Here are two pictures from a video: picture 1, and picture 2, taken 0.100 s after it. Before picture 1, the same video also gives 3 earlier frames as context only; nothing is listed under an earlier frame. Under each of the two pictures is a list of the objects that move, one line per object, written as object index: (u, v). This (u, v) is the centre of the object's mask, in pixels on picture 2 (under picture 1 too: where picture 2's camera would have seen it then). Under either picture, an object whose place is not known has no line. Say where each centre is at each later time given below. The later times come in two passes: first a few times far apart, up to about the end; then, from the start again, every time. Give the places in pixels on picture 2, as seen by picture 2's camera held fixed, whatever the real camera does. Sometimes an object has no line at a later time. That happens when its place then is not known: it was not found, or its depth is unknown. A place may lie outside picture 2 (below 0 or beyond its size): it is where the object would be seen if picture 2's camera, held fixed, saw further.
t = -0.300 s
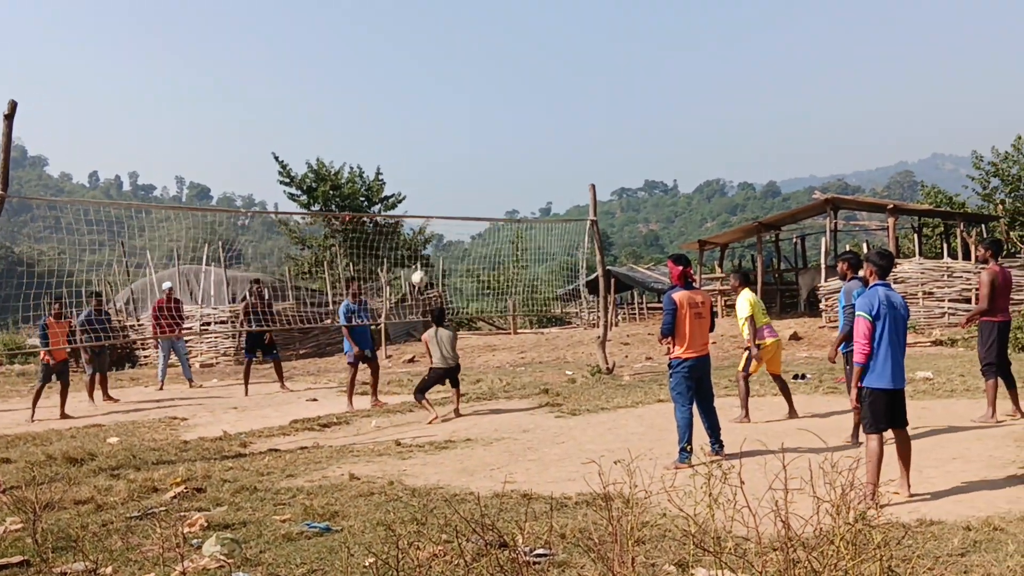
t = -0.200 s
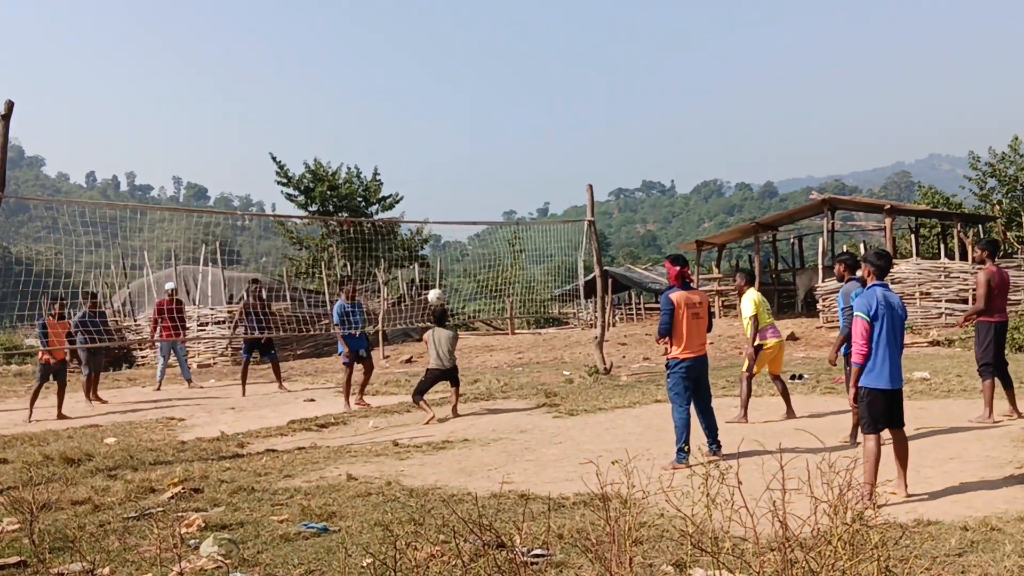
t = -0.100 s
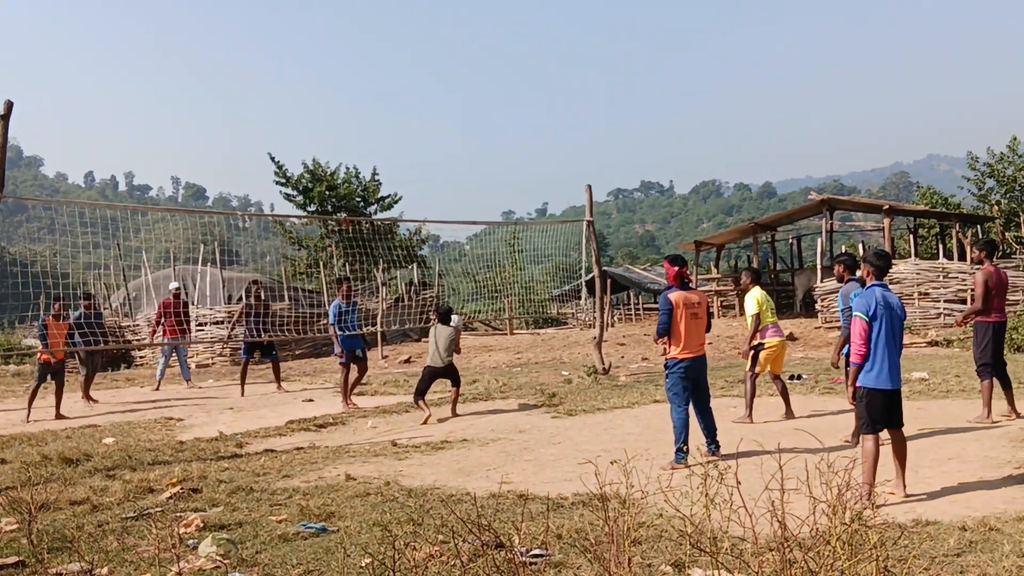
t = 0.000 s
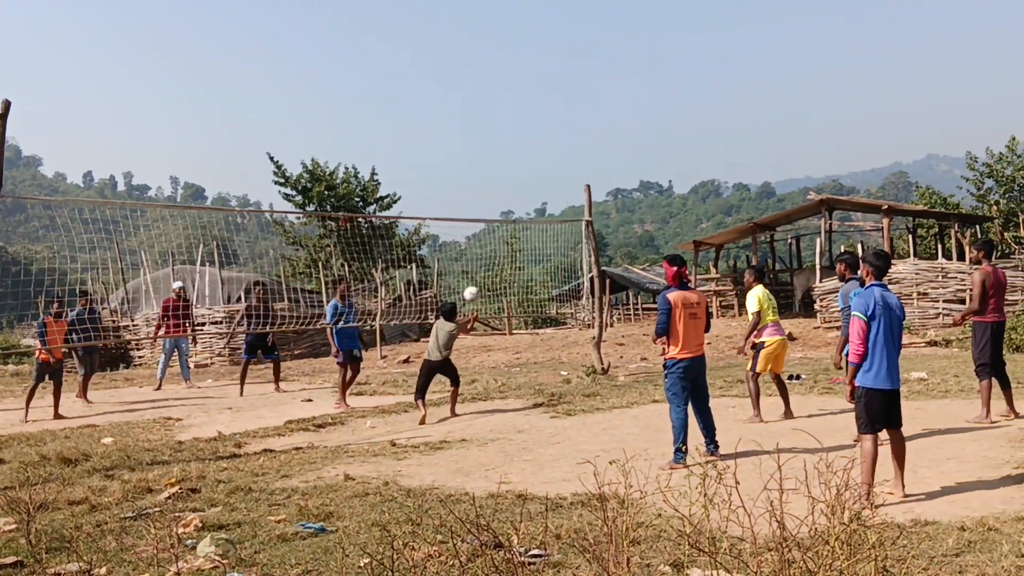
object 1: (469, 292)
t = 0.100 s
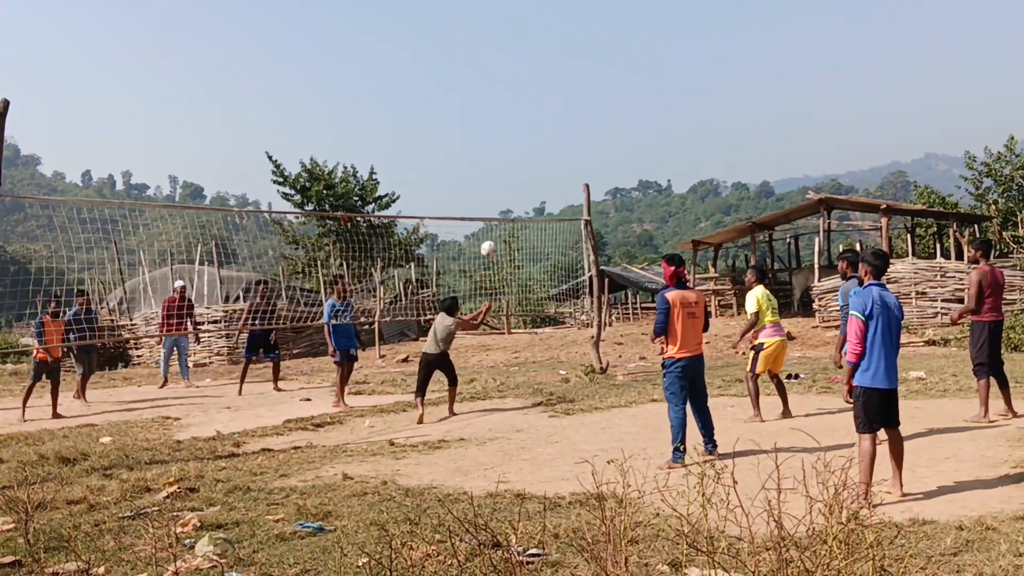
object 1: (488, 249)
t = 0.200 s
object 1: (507, 212)
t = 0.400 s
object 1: (545, 161)
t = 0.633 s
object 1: (593, 145)
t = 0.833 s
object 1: (635, 169)
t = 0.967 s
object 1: (661, 207)
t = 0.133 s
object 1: (493, 235)
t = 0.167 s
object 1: (500, 223)
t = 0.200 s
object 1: (507, 212)
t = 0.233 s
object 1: (513, 202)
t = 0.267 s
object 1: (519, 191)
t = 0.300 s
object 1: (526, 183)
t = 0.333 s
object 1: (532, 175)
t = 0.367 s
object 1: (539, 167)
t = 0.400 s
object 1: (545, 161)
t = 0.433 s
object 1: (552, 156)
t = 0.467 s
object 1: (558, 152)
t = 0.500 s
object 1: (565, 149)
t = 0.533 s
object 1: (572, 147)
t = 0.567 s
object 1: (579, 145)
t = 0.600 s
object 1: (586, 145)
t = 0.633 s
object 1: (593, 145)
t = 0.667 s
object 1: (599, 146)
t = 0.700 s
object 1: (606, 149)
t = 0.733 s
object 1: (614, 152)
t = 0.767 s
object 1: (621, 157)
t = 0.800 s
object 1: (628, 163)
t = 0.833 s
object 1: (635, 169)
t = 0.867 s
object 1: (643, 178)
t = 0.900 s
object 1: (649, 187)
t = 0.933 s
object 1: (656, 196)
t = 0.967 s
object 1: (661, 207)
